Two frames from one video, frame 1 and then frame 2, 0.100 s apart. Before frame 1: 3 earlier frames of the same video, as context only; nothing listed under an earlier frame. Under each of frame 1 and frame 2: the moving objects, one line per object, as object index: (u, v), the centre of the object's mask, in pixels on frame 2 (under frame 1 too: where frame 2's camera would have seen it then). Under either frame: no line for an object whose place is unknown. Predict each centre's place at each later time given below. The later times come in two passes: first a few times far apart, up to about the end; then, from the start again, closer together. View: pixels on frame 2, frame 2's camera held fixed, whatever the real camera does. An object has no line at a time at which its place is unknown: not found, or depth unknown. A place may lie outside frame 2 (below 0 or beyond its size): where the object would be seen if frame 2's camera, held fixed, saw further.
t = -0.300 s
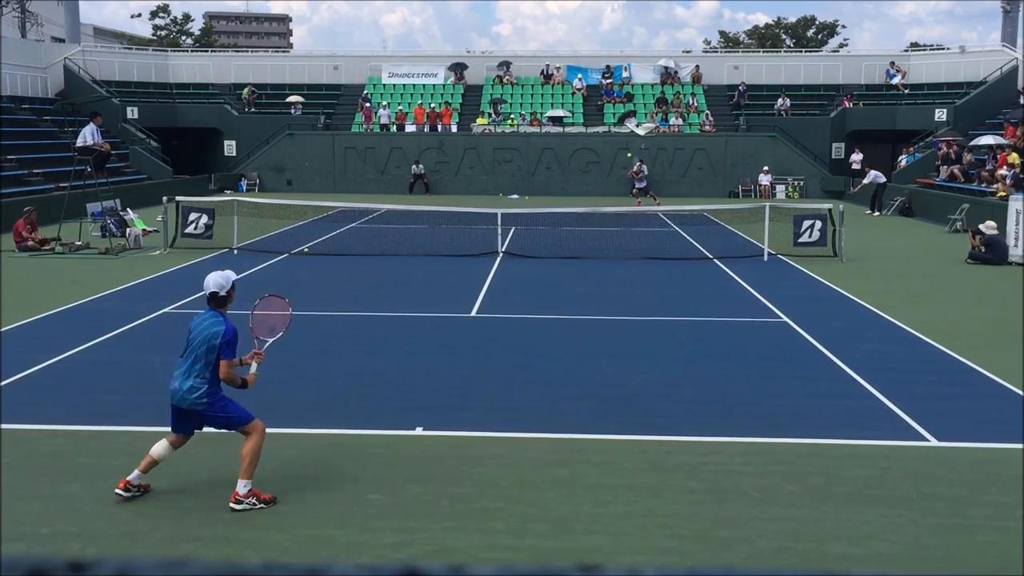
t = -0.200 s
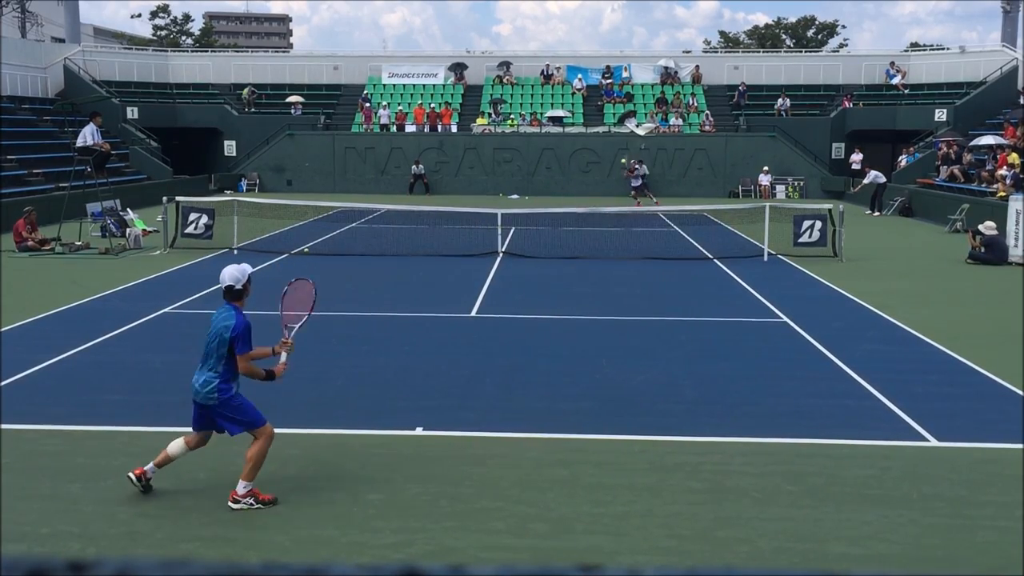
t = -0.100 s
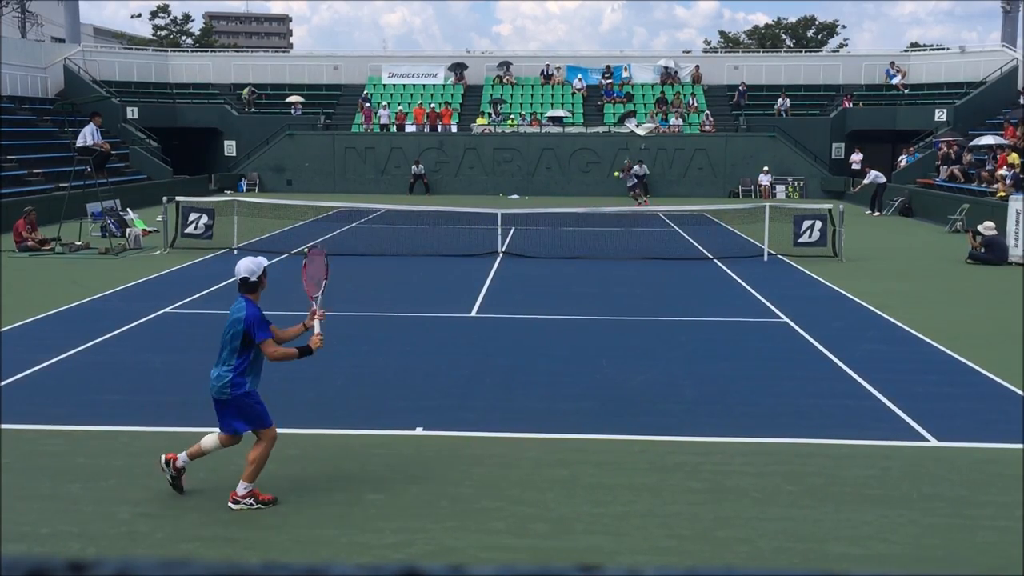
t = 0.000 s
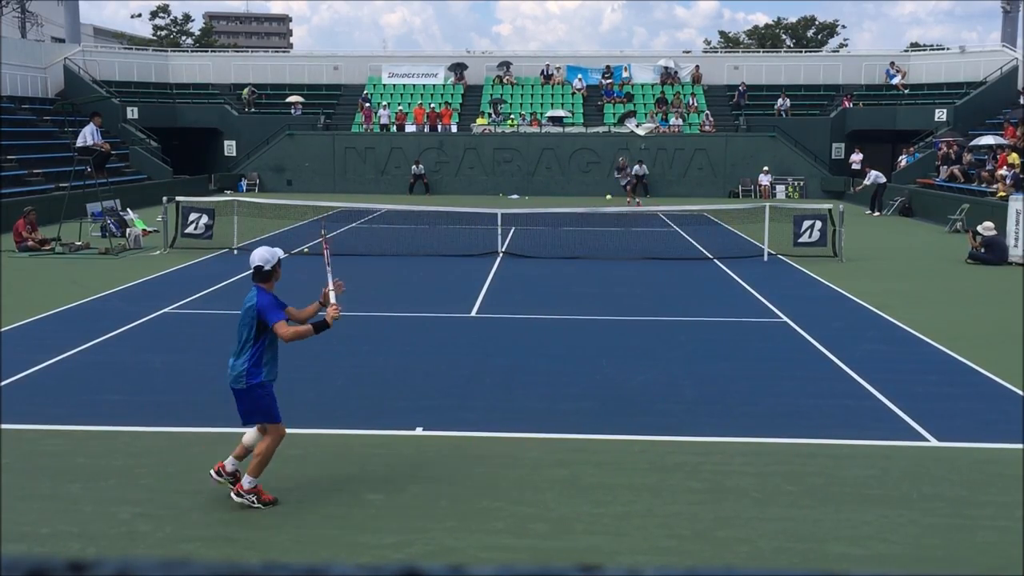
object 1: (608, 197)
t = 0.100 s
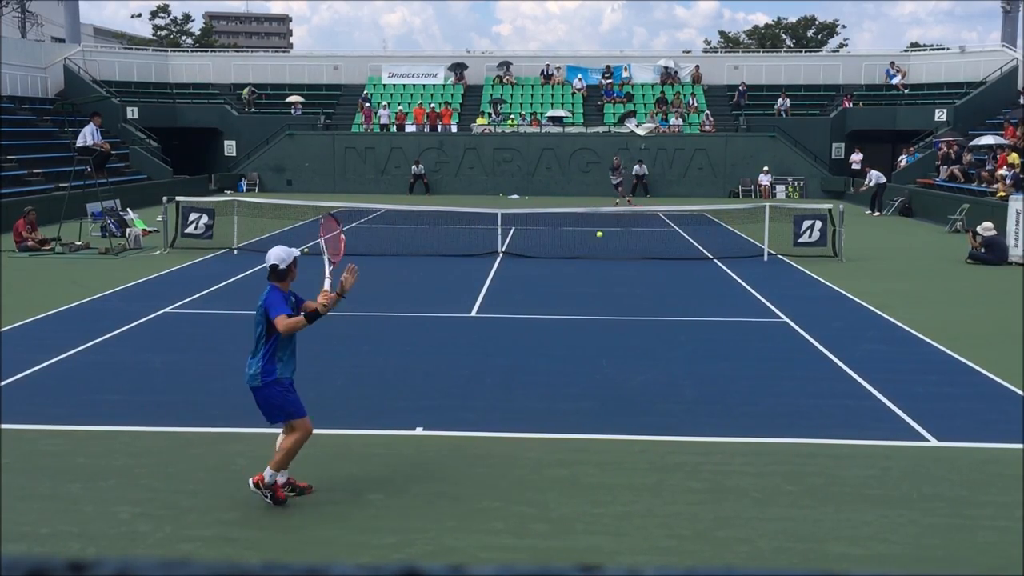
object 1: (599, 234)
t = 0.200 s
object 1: (588, 291)
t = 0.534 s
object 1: (541, 346)
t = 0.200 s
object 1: (588, 291)
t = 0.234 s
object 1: (583, 315)
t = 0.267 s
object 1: (579, 344)
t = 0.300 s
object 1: (574, 376)
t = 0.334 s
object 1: (570, 383)
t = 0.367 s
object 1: (566, 374)
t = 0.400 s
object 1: (562, 366)
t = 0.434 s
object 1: (557, 359)
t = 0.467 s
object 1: (552, 354)
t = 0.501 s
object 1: (547, 349)
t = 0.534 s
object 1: (541, 346)
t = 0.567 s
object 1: (535, 344)
